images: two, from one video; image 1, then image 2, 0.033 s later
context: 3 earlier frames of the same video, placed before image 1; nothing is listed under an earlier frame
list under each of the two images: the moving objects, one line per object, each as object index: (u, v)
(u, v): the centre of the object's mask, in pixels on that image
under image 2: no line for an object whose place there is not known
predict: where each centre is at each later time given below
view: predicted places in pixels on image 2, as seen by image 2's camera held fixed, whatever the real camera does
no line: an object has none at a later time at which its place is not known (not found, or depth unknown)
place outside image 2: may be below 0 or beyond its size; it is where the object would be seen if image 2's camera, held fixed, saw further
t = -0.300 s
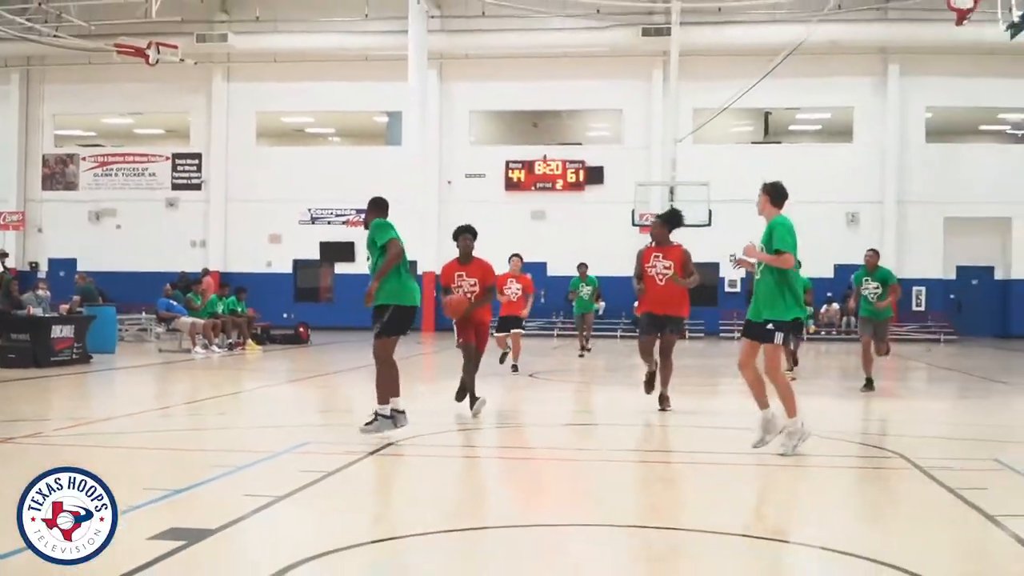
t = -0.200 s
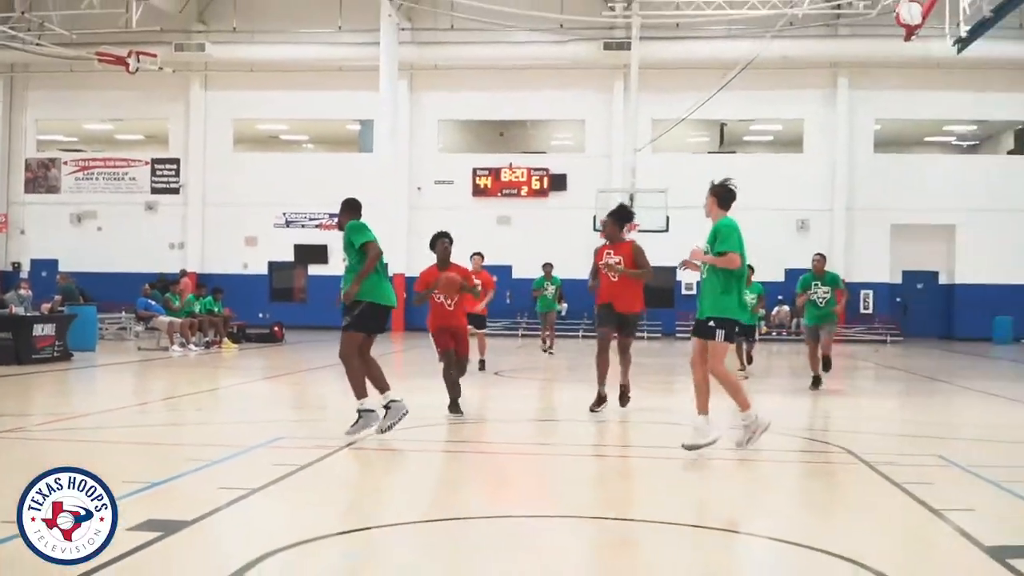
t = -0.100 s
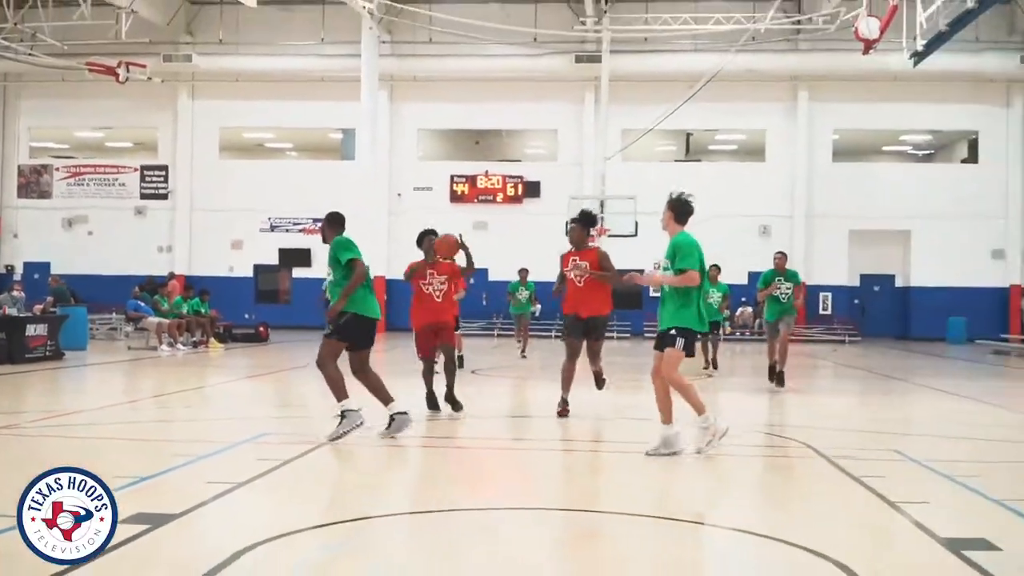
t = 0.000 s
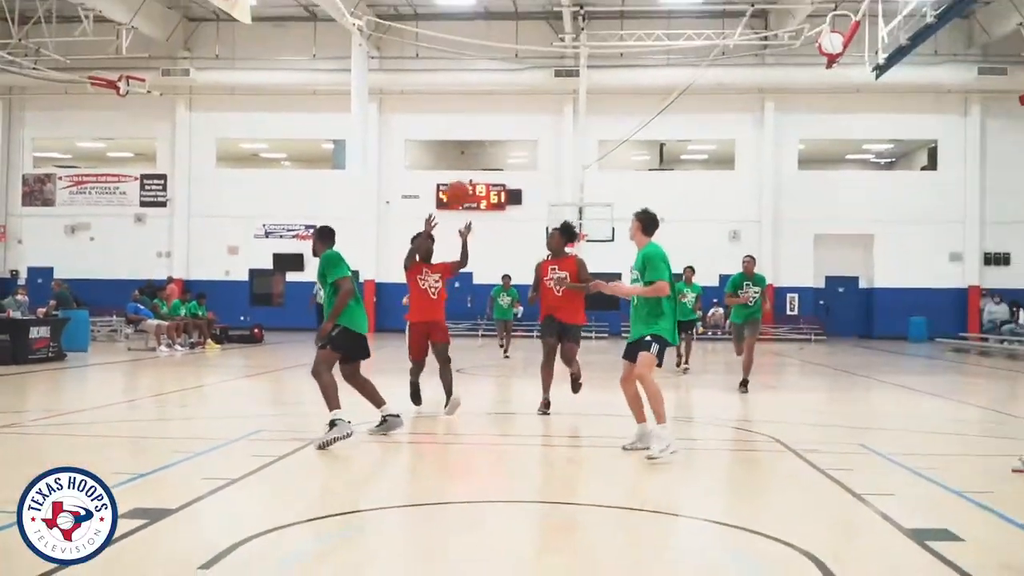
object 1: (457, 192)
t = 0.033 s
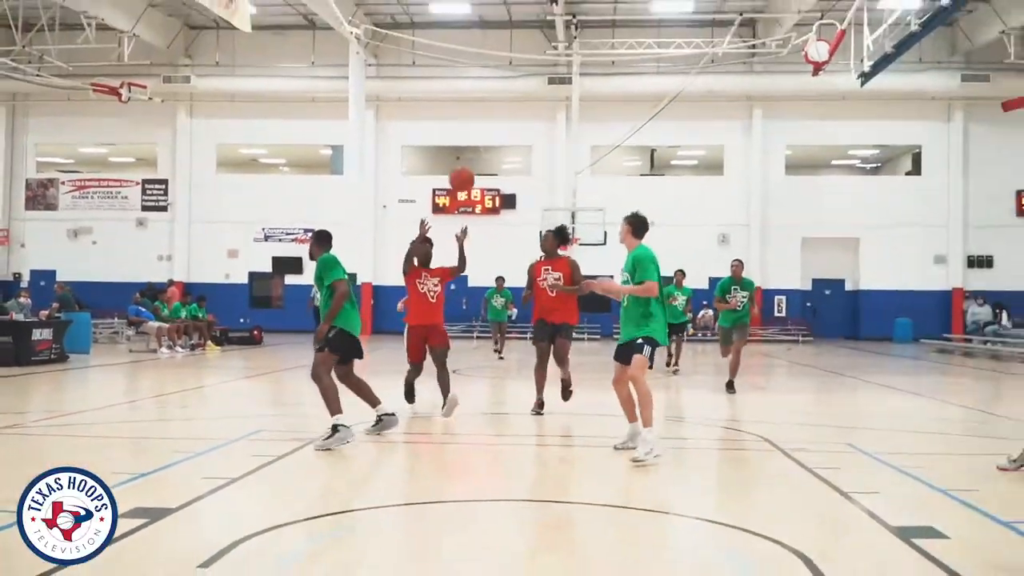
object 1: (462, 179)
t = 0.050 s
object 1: (466, 171)
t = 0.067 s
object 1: (472, 163)
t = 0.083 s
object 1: (476, 152)
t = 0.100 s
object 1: (480, 144)
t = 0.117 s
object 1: (485, 134)
